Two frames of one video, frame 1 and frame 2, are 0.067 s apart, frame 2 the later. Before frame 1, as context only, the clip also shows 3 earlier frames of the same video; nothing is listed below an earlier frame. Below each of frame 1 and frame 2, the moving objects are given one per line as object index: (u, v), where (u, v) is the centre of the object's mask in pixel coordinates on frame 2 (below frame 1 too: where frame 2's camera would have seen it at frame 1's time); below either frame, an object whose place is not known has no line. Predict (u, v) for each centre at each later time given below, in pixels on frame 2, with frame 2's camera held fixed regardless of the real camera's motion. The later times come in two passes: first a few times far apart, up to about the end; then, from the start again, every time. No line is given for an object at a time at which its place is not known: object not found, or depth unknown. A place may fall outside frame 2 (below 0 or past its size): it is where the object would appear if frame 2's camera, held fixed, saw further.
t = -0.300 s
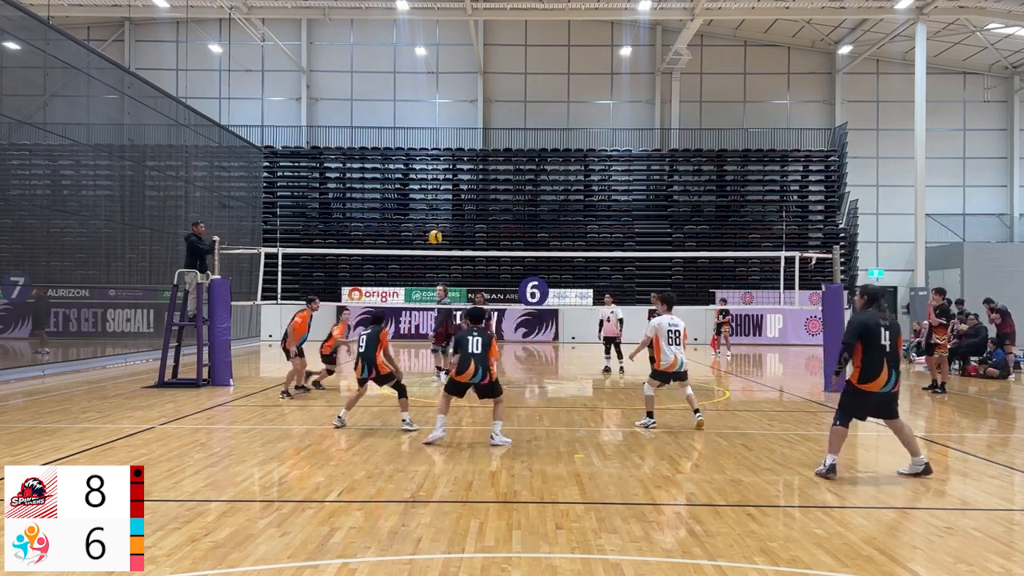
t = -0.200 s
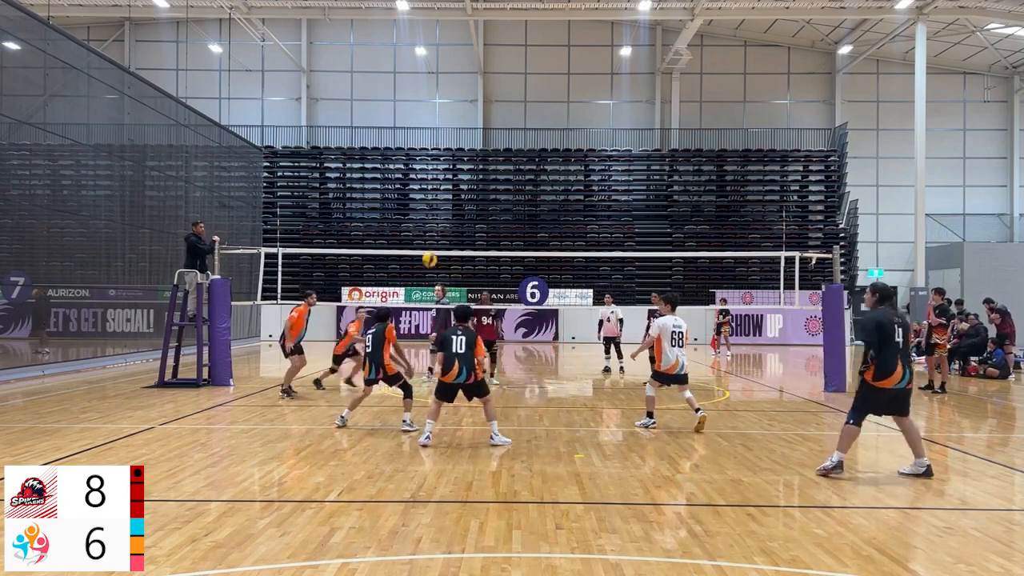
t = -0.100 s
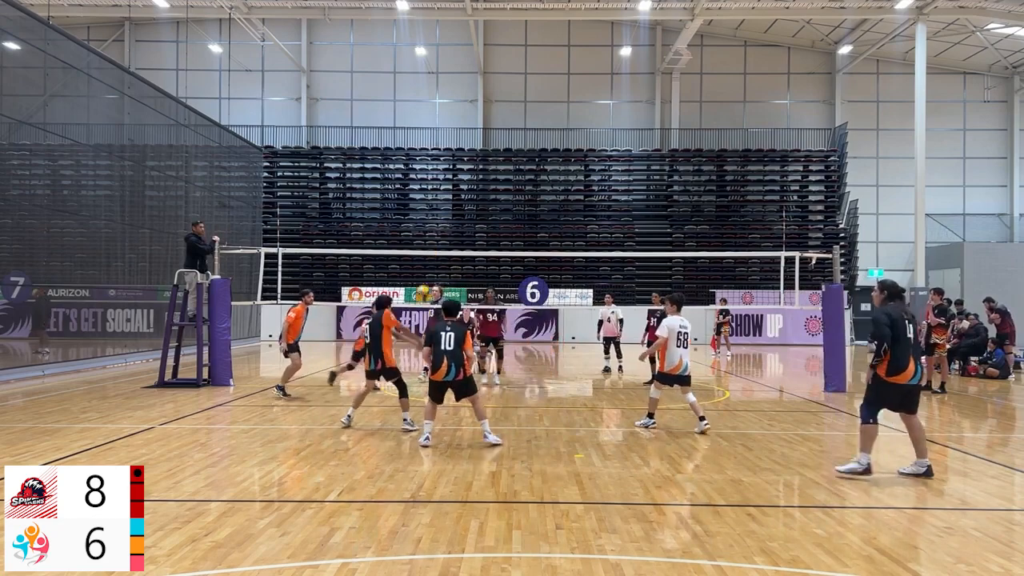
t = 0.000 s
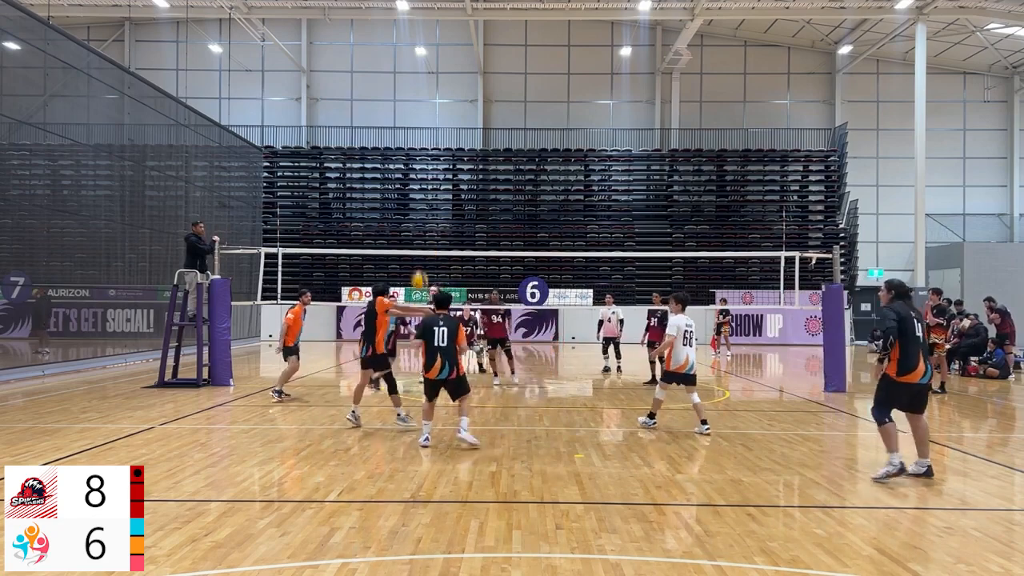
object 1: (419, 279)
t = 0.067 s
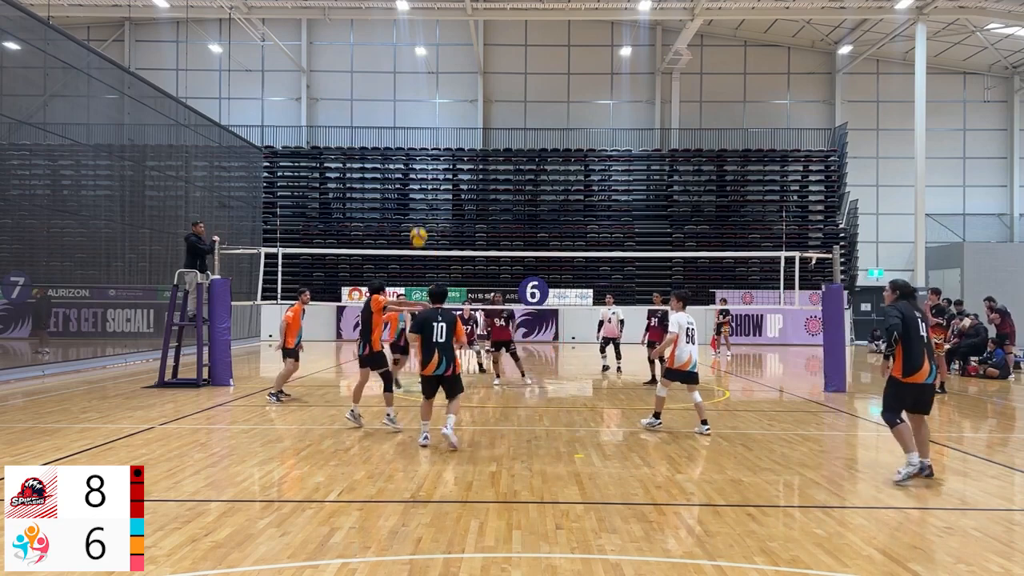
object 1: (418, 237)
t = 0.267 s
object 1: (415, 132)
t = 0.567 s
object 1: (412, 47)
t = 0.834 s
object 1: (410, 30)
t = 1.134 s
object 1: (407, 69)
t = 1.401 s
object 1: (405, 148)
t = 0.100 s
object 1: (418, 216)
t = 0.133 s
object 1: (417, 197)
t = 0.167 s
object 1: (417, 180)
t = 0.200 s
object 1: (416, 162)
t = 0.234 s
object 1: (416, 147)
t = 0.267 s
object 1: (415, 132)
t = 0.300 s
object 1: (415, 119)
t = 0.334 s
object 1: (415, 106)
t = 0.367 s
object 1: (414, 95)
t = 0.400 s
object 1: (414, 85)
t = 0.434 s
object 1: (413, 75)
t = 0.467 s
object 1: (413, 67)
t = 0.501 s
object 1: (412, 59)
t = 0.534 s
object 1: (412, 53)
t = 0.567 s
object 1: (412, 47)
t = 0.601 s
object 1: (412, 42)
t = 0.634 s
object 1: (411, 38)
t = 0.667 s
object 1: (411, 34)
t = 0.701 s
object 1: (411, 32)
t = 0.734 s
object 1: (410, 31)
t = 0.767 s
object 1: (410, 30)
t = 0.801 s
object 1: (410, 30)
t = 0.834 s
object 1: (410, 30)
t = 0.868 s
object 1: (409, 32)
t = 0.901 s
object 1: (409, 34)
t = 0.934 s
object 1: (408, 37)
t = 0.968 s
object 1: (408, 40)
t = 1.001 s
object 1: (408, 45)
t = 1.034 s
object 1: (408, 50)
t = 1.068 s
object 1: (407, 56)
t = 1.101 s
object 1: (407, 62)
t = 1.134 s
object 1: (407, 69)
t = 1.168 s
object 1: (407, 77)
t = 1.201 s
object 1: (406, 85)
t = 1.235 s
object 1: (406, 95)
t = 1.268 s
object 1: (406, 104)
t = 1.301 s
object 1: (406, 114)
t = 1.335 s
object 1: (406, 125)
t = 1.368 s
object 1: (405, 135)
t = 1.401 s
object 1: (405, 148)
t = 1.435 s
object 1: (406, 160)
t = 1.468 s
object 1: (405, 173)
